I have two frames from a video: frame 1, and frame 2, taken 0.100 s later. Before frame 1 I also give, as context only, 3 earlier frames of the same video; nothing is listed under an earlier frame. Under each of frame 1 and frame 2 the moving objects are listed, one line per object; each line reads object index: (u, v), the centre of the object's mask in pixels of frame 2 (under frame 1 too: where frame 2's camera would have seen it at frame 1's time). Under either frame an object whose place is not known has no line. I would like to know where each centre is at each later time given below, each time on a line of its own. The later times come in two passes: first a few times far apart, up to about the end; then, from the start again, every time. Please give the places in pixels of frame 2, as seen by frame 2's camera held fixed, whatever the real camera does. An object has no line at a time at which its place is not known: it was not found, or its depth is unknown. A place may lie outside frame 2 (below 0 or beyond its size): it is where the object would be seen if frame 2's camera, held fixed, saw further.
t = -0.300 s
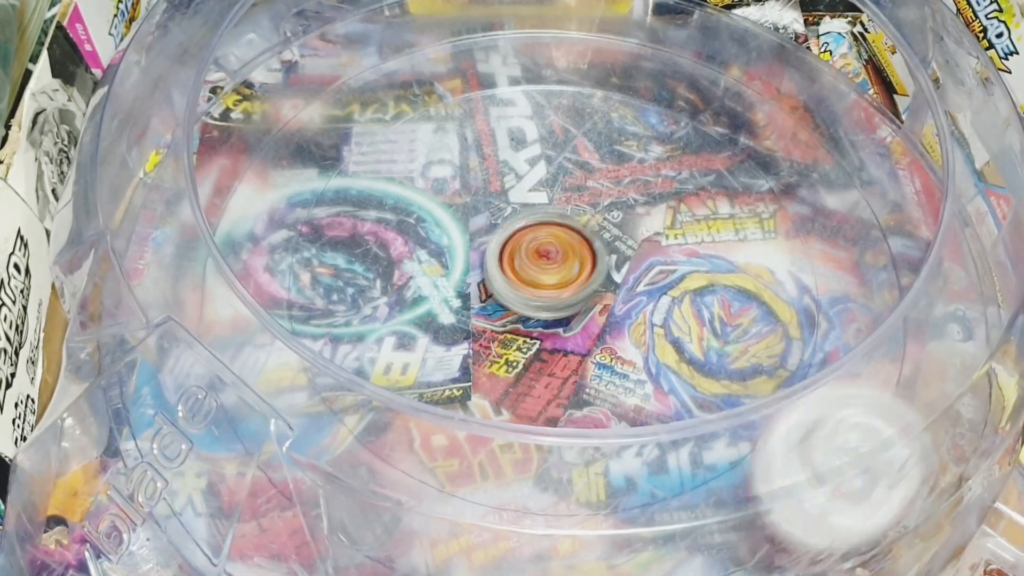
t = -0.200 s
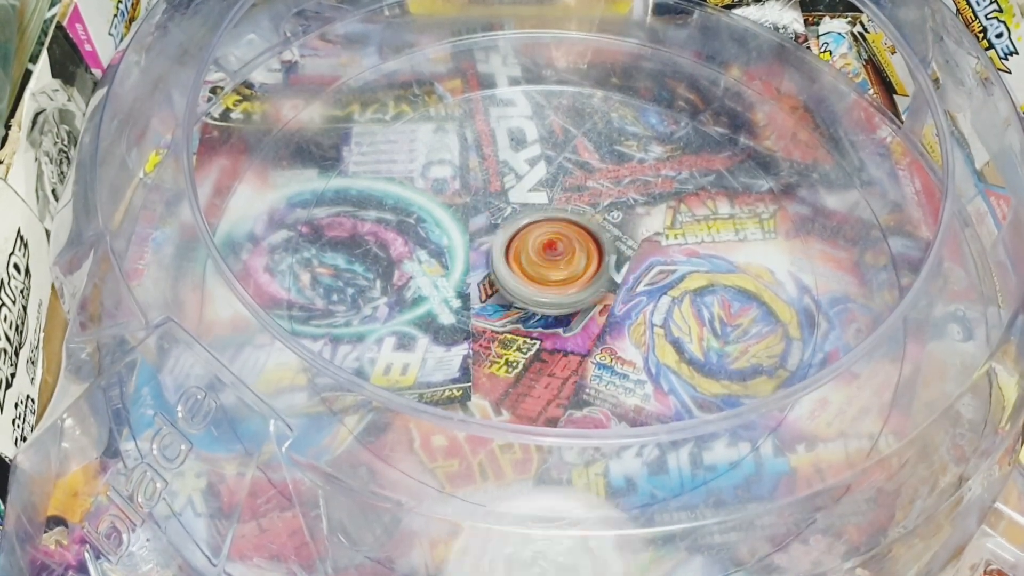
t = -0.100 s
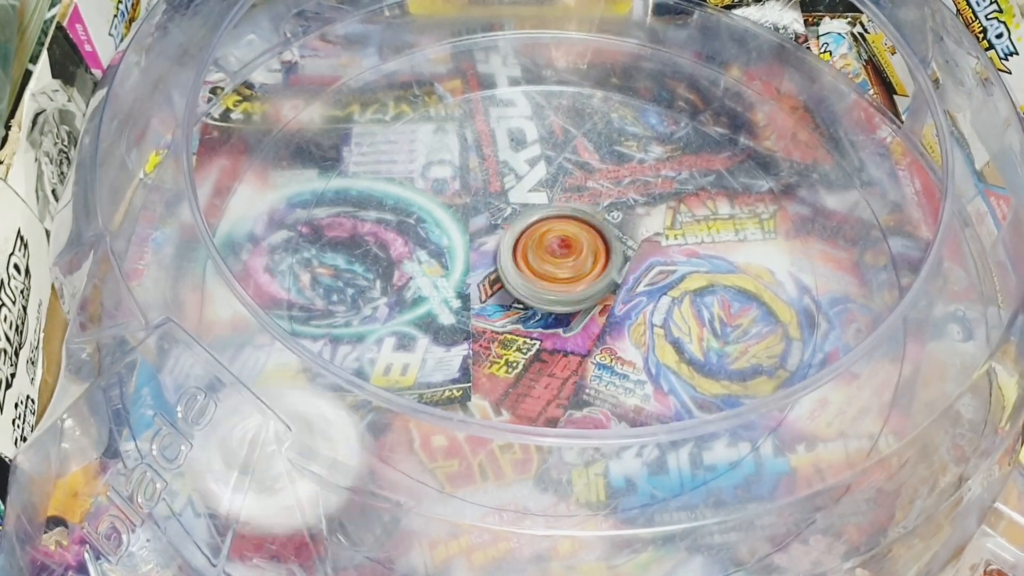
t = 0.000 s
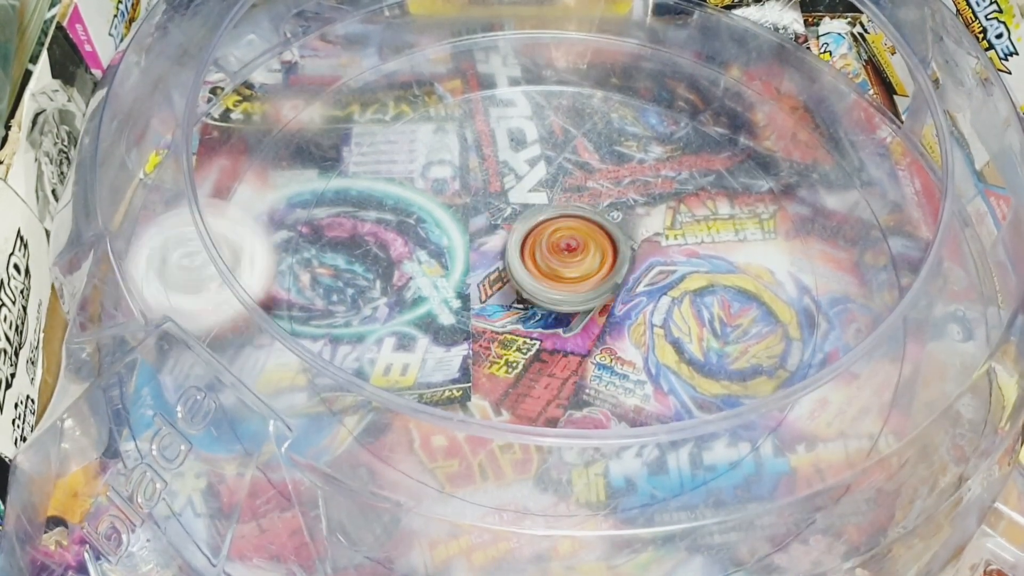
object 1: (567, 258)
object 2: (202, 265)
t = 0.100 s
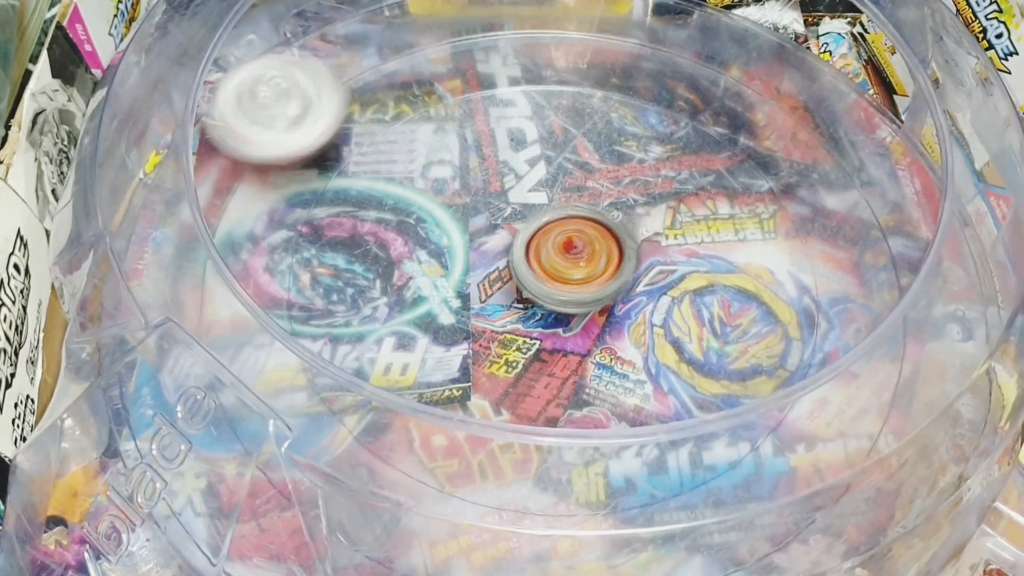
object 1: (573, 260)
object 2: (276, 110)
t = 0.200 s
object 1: (576, 262)
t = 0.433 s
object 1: (573, 269)
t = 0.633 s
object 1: (565, 272)
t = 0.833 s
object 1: (552, 272)
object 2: (216, 330)
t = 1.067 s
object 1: (542, 269)
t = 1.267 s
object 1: (540, 265)
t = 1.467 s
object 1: (545, 264)
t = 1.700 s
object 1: (552, 269)
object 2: (244, 399)
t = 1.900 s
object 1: (556, 275)
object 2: (330, 60)
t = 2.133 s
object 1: (557, 278)
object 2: (755, 54)
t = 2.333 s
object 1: (556, 278)
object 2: (899, 345)
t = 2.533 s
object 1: (560, 273)
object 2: (487, 531)
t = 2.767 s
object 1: (565, 270)
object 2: (219, 205)
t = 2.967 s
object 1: (567, 269)
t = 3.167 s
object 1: (564, 269)
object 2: (829, 99)
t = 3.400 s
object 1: (558, 266)
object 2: (865, 243)
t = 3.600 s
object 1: (555, 263)
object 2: (759, 389)
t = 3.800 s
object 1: (551, 264)
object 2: (539, 458)
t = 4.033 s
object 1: (551, 266)
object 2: (324, 339)
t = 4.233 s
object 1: (551, 270)
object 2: (331, 182)
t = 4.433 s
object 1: (550, 273)
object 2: (483, 101)
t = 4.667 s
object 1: (551, 274)
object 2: (694, 138)
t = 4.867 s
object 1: (554, 274)
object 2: (792, 274)
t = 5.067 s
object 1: (559, 273)
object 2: (687, 413)
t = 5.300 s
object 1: (566, 270)
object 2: (448, 365)
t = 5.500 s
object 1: (568, 271)
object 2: (381, 229)
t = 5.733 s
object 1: (564, 272)
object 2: (507, 107)
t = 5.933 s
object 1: (558, 269)
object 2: (672, 141)
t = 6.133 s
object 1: (553, 266)
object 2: (727, 289)
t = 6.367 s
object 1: (552, 264)
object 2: (556, 388)
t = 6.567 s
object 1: (552, 265)
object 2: (393, 321)
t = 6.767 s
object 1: (551, 269)
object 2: (422, 186)
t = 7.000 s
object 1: (552, 272)
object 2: (612, 154)
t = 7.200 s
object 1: (551, 274)
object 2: (729, 255)
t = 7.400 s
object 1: (553, 273)
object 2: (643, 376)
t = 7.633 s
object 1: (560, 270)
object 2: (443, 325)
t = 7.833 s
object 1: (567, 266)
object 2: (437, 191)
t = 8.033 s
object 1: (569, 263)
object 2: (580, 144)
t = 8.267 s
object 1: (549, 312)
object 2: (741, 184)
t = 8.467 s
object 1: (529, 316)
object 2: (694, 316)
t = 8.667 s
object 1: (439, 288)
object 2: (632, 353)
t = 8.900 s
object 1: (339, 229)
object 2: (630, 262)
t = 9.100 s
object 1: (355, 221)
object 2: (703, 217)
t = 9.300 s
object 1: (401, 227)
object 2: (651, 249)
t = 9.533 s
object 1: (355, 302)
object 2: (617, 172)
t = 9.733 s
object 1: (365, 326)
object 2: (621, 125)
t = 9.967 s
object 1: (474, 318)
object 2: (561, 202)
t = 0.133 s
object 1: (574, 260)
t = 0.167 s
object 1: (576, 262)
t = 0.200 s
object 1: (576, 262)
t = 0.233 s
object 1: (577, 264)
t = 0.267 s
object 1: (577, 265)
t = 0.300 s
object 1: (577, 266)
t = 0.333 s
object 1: (576, 267)
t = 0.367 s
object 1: (575, 268)
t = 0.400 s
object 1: (575, 268)
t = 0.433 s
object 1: (573, 269)
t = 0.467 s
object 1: (572, 269)
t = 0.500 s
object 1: (570, 269)
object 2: (899, 388)
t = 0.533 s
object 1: (569, 270)
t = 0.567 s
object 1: (568, 270)
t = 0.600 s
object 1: (567, 271)
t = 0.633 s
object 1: (565, 272)
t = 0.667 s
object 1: (562, 272)
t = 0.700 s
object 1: (561, 272)
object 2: (405, 523)
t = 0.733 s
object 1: (559, 272)
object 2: (333, 498)
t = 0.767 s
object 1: (557, 272)
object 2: (273, 448)
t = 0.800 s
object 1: (554, 272)
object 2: (234, 392)
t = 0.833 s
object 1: (552, 272)
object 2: (216, 330)
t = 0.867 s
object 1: (551, 272)
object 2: (208, 269)
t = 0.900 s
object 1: (548, 271)
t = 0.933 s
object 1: (546, 270)
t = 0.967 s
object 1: (546, 270)
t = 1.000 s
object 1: (544, 270)
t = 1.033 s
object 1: (544, 270)
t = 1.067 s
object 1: (542, 269)
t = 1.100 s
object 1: (541, 268)
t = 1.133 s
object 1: (541, 268)
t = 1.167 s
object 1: (539, 267)
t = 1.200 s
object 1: (539, 267)
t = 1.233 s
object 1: (539, 266)
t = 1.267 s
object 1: (540, 265)
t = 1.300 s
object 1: (540, 264)
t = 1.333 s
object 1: (541, 264)
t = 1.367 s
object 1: (541, 264)
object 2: (911, 339)
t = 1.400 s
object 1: (544, 264)
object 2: (895, 413)
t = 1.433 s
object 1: (544, 264)
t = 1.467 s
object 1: (545, 264)
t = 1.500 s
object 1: (547, 265)
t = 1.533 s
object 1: (547, 265)
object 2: (620, 537)
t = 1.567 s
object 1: (548, 266)
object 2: (524, 535)
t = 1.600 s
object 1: (549, 266)
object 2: (434, 528)
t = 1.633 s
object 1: (550, 267)
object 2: (356, 506)
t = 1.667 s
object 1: (552, 269)
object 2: (296, 460)
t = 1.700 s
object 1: (552, 269)
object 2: (244, 399)
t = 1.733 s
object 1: (553, 270)
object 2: (222, 335)
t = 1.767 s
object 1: (553, 273)
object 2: (209, 269)
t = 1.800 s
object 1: (554, 273)
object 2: (218, 204)
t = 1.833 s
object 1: (555, 273)
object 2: (250, 149)
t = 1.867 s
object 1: (555, 274)
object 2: (283, 101)
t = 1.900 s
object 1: (556, 275)
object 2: (330, 60)
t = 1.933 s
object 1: (556, 276)
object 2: (386, 34)
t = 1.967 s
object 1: (556, 276)
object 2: (447, 23)
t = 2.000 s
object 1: (556, 277)
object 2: (512, 18)
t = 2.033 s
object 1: (557, 278)
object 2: (580, 17)
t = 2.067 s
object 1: (558, 278)
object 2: (644, 22)
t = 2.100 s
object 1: (557, 278)
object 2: (701, 33)
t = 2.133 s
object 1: (557, 278)
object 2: (755, 54)
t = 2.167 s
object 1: (557, 278)
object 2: (801, 90)
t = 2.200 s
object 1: (556, 278)
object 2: (845, 129)
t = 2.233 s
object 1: (556, 278)
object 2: (874, 176)
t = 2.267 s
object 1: (556, 278)
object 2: (895, 228)
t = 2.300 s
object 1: (557, 278)
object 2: (905, 285)
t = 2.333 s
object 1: (556, 278)
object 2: (899, 345)
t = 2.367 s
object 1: (557, 277)
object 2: (877, 410)
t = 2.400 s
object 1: (557, 277)
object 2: (829, 468)
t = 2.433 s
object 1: (557, 276)
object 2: (765, 509)
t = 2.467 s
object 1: (558, 275)
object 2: (680, 528)
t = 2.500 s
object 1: (559, 274)
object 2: (584, 535)
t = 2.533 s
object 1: (560, 273)
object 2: (487, 531)
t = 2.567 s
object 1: (560, 272)
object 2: (402, 518)
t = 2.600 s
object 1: (561, 272)
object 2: (331, 488)
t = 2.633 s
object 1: (562, 271)
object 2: (276, 437)
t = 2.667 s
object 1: (563, 270)
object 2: (234, 384)
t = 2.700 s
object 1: (563, 270)
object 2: (216, 320)
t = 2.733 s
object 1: (564, 270)
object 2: (209, 266)
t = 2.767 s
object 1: (565, 270)
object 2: (219, 205)
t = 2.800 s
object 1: (565, 269)
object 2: (251, 149)
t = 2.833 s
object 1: (566, 268)
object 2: (287, 100)
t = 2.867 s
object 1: (566, 269)
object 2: (338, 56)
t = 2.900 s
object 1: (567, 269)
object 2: (395, 27)
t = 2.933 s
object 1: (567, 269)
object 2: (454, 13)
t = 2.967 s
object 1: (567, 269)
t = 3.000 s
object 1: (566, 270)
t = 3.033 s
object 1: (566, 270)
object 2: (639, 12)
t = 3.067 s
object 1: (566, 270)
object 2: (686, 25)
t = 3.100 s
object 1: (565, 269)
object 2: (737, 39)
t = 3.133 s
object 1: (565, 268)
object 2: (784, 68)
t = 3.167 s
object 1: (564, 269)
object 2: (829, 99)
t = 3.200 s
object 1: (562, 269)
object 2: (872, 125)
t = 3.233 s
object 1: (562, 269)
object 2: (914, 151)
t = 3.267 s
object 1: (561, 268)
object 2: (955, 177)
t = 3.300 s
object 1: (561, 268)
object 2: (955, 195)
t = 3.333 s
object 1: (560, 267)
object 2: (921, 208)
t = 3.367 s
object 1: (560, 267)
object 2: (882, 226)
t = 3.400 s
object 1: (558, 266)
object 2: (865, 243)
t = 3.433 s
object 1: (557, 265)
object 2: (849, 262)
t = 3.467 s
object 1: (556, 265)
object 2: (834, 281)
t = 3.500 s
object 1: (556, 265)
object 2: (817, 304)
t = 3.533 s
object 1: (555, 265)
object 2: (797, 329)
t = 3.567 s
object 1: (554, 264)
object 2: (781, 363)
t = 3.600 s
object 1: (555, 263)
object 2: (759, 389)
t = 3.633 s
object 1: (555, 263)
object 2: (729, 414)
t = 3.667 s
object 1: (553, 263)
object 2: (696, 437)
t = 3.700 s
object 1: (552, 263)
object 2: (659, 447)
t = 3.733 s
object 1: (553, 262)
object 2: (621, 455)
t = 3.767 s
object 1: (552, 263)
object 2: (581, 459)
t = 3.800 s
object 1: (551, 264)
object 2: (539, 458)
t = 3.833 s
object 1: (550, 264)
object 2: (497, 452)
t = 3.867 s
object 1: (549, 264)
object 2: (458, 442)
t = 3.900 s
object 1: (550, 264)
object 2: (423, 429)
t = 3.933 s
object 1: (551, 264)
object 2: (389, 412)
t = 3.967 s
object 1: (550, 264)
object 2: (360, 394)
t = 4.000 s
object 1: (551, 265)
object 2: (341, 362)
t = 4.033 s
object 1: (551, 266)
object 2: (324, 339)
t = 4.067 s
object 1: (551, 266)
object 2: (322, 300)
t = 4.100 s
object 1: (551, 267)
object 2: (311, 278)
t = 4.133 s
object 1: (551, 267)
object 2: (305, 255)
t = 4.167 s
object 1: (551, 269)
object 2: (310, 227)
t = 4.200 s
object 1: (551, 269)
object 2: (319, 203)
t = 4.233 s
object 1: (551, 270)
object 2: (331, 182)
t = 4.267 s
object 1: (551, 270)
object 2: (352, 160)
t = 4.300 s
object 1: (551, 270)
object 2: (372, 141)
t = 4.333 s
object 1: (551, 271)
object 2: (398, 127)
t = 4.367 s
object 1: (551, 272)
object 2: (425, 115)
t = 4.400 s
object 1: (551, 272)
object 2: (453, 106)
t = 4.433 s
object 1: (550, 273)
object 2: (483, 101)
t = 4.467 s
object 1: (550, 273)
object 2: (514, 98)
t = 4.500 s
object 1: (550, 273)
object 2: (546, 97)
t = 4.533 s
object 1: (550, 273)
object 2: (577, 100)
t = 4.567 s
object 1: (550, 274)
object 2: (608, 105)
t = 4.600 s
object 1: (550, 274)
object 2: (638, 113)
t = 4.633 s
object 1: (550, 274)
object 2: (667, 124)
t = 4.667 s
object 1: (551, 274)
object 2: (694, 138)
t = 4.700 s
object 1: (552, 274)
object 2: (717, 153)
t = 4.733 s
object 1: (553, 274)
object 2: (740, 173)
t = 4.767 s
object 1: (553, 274)
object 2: (760, 196)
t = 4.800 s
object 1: (553, 274)
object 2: (775, 220)
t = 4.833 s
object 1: (554, 275)
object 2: (787, 246)
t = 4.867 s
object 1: (554, 274)
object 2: (792, 274)
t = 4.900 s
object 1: (555, 274)
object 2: (790, 302)
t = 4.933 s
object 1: (556, 273)
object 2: (780, 327)
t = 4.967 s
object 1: (556, 273)
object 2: (764, 347)
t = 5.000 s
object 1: (557, 273)
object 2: (743, 375)
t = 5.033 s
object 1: (558, 273)
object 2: (718, 397)
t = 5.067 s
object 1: (559, 273)
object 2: (687, 413)
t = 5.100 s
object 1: (561, 272)
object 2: (652, 422)
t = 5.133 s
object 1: (562, 271)
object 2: (613, 429)
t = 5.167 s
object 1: (563, 271)
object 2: (575, 427)
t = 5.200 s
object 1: (563, 271)
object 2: (539, 418)
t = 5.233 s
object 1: (564, 271)
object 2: (505, 409)
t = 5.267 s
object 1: (565, 271)
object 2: (472, 391)
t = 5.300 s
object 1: (566, 270)
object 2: (448, 365)
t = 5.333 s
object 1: (567, 270)
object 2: (424, 349)
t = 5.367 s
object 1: (568, 271)
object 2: (402, 331)
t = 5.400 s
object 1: (568, 271)
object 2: (390, 305)
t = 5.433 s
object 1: (568, 271)
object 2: (382, 280)
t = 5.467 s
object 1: (568, 271)
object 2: (377, 255)
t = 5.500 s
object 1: (568, 271)
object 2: (381, 229)
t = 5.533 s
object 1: (568, 271)
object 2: (388, 205)
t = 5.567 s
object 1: (568, 271)
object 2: (398, 183)
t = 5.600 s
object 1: (567, 272)
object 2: (413, 161)
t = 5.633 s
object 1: (566, 272)
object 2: (432, 143)
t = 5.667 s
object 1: (565, 272)
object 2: (455, 127)
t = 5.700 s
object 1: (564, 272)
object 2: (479, 116)
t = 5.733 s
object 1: (564, 272)
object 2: (507, 107)
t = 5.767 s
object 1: (563, 271)
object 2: (534, 103)
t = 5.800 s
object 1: (561, 271)
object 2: (565, 103)
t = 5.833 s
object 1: (561, 270)
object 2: (593, 107)
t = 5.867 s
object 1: (560, 269)
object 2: (621, 115)
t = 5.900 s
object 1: (559, 269)
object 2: (647, 125)
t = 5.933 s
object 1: (558, 269)
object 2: (672, 141)
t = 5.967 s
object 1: (558, 268)
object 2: (693, 159)
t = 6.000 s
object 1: (558, 267)
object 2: (709, 181)
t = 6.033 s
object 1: (557, 267)
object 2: (721, 206)
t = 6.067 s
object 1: (555, 267)
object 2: (729, 234)
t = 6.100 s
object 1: (554, 266)
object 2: (731, 260)
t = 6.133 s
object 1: (553, 266)
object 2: (727, 289)
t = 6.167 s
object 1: (553, 265)
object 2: (717, 316)
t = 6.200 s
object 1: (552, 265)
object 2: (702, 340)
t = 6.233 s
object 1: (552, 265)
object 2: (681, 360)
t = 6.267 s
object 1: (552, 264)
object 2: (651, 374)
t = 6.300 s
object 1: (553, 264)
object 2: (620, 381)
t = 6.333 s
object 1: (552, 264)
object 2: (589, 386)
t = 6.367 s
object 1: (552, 264)
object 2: (556, 388)
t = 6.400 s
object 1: (553, 264)
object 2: (522, 384)
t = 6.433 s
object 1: (552, 264)
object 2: (492, 379)
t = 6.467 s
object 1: (552, 264)
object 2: (461, 370)
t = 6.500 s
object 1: (552, 264)
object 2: (432, 357)
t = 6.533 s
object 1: (551, 265)
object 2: (409, 341)
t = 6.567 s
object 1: (552, 265)
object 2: (393, 321)
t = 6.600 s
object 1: (551, 266)
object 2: (383, 296)
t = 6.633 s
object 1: (550, 266)
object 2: (380, 272)
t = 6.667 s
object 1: (550, 267)
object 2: (381, 249)
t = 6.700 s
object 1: (551, 268)
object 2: (391, 225)
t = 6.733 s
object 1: (552, 269)
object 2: (406, 205)
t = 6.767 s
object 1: (551, 269)
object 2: (422, 186)
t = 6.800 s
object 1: (551, 270)
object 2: (443, 171)
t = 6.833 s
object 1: (551, 271)
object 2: (469, 160)
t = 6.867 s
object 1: (551, 271)
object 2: (496, 151)
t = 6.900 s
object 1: (551, 270)
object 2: (525, 147)
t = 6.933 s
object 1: (551, 271)
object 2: (554, 146)
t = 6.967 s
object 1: (552, 271)
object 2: (583, 148)
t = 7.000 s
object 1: (552, 272)
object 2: (612, 154)
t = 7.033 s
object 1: (552, 272)
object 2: (638, 162)
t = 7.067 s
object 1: (551, 273)
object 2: (664, 174)
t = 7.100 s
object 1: (550, 274)
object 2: (687, 191)
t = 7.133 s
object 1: (550, 274)
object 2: (704, 208)
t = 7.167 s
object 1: (551, 274)
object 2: (720, 232)
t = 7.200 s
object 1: (551, 274)
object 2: (729, 255)
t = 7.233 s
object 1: (551, 274)
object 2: (732, 281)
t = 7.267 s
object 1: (551, 274)
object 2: (728, 307)
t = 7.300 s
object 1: (551, 274)
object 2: (717, 332)
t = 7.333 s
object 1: (552, 273)
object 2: (701, 352)
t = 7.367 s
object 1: (553, 273)
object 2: (673, 368)
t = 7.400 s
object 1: (553, 273)
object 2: (643, 376)
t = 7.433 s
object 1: (554, 272)
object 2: (612, 380)
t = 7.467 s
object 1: (555, 272)
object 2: (578, 382)
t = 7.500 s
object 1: (556, 271)
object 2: (547, 379)
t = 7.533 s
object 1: (557, 270)
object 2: (515, 372)
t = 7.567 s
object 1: (559, 270)
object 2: (487, 361)
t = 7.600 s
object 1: (559, 271)
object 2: (463, 346)
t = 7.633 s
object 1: (560, 270)
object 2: (443, 325)
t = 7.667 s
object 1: (561, 269)
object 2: (428, 304)
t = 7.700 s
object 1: (562, 268)
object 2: (417, 279)
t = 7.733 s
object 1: (563, 268)
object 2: (415, 255)
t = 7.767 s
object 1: (565, 267)
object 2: (418, 233)
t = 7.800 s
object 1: (565, 267)
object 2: (425, 210)
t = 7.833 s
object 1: (567, 266)
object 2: (437, 191)
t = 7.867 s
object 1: (567, 267)
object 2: (453, 173)
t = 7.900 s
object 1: (568, 266)
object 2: (475, 158)
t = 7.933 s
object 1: (568, 266)
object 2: (499, 149)
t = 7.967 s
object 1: (568, 264)
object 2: (522, 143)
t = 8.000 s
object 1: (569, 263)
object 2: (551, 142)
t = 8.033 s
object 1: (569, 263)
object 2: (580, 144)
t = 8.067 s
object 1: (570, 262)
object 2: (605, 151)
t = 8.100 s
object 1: (569, 273)
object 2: (632, 155)
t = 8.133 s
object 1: (562, 293)
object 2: (658, 149)
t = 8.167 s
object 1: (557, 306)
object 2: (682, 149)
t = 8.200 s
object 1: (554, 311)
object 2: (704, 156)
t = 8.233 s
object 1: (552, 311)
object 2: (725, 168)
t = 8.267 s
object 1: (549, 312)
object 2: (741, 184)
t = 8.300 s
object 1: (545, 313)
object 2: (754, 205)
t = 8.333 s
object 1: (542, 313)
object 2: (756, 228)
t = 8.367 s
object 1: (538, 315)
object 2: (751, 253)
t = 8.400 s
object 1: (533, 316)
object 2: (738, 277)
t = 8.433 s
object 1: (531, 316)
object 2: (716, 299)
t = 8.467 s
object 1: (529, 316)
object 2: (694, 316)
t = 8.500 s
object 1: (519, 315)
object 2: (675, 327)
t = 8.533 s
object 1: (488, 310)
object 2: (685, 332)
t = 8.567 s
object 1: (460, 301)
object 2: (684, 338)
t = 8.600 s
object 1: (447, 295)
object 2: (676, 344)
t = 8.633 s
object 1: (441, 293)
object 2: (658, 349)
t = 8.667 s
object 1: (439, 288)
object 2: (632, 353)
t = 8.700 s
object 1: (441, 284)
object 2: (604, 347)
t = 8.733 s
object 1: (444, 280)
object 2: (579, 338)
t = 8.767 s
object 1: (429, 275)
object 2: (571, 327)
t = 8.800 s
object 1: (399, 256)
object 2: (593, 311)
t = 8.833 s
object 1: (362, 248)
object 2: (608, 293)
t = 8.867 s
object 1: (348, 237)
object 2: (618, 279)
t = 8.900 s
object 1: (339, 229)
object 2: (630, 262)
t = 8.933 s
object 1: (338, 229)
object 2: (642, 251)
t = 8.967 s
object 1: (338, 227)
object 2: (656, 240)
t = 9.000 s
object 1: (339, 225)
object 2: (670, 231)
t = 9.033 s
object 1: (345, 222)
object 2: (683, 225)
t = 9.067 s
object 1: (348, 222)
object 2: (695, 219)
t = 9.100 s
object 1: (355, 221)
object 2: (703, 217)
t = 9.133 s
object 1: (358, 220)
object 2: (707, 219)
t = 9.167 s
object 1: (366, 223)
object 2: (704, 223)
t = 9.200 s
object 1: (372, 222)
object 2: (698, 229)
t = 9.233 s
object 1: (381, 224)
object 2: (689, 234)
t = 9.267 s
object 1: (390, 226)
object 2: (674, 241)
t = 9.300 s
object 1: (401, 227)
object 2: (651, 249)
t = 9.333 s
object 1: (411, 229)
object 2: (629, 256)
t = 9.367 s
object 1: (421, 230)
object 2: (605, 260)
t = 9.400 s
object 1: (440, 234)
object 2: (583, 257)
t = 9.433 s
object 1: (433, 246)
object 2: (579, 249)
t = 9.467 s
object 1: (396, 268)
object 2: (596, 213)
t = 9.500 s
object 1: (371, 282)
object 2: (611, 192)
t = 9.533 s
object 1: (355, 302)
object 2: (617, 172)
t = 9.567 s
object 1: (344, 316)
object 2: (622, 149)
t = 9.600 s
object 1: (342, 325)
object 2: (630, 137)
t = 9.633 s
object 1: (344, 332)
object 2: (632, 123)
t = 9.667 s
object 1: (352, 333)
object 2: (633, 117)
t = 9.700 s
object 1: (359, 326)
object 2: (631, 117)
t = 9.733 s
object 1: (365, 326)
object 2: (621, 125)
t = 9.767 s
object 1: (371, 326)
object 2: (610, 133)
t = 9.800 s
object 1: (383, 328)
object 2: (598, 141)
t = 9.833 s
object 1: (398, 328)
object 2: (588, 151)
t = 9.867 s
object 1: (417, 327)
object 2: (579, 163)
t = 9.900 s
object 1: (436, 326)
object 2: (572, 176)
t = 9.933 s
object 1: (456, 321)
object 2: (566, 189)
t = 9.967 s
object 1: (474, 318)
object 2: (561, 202)
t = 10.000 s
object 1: (493, 312)
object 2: (558, 215)
